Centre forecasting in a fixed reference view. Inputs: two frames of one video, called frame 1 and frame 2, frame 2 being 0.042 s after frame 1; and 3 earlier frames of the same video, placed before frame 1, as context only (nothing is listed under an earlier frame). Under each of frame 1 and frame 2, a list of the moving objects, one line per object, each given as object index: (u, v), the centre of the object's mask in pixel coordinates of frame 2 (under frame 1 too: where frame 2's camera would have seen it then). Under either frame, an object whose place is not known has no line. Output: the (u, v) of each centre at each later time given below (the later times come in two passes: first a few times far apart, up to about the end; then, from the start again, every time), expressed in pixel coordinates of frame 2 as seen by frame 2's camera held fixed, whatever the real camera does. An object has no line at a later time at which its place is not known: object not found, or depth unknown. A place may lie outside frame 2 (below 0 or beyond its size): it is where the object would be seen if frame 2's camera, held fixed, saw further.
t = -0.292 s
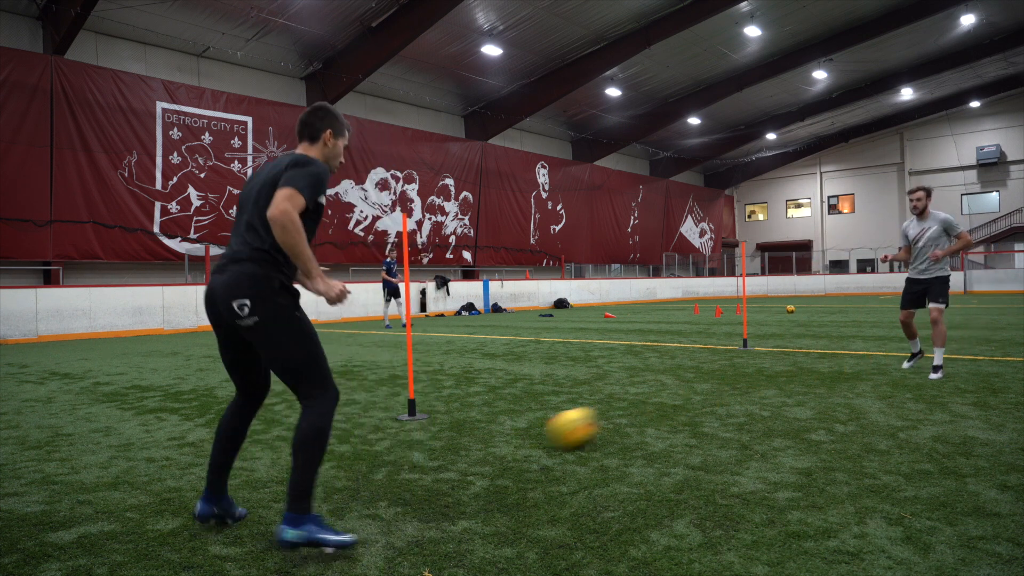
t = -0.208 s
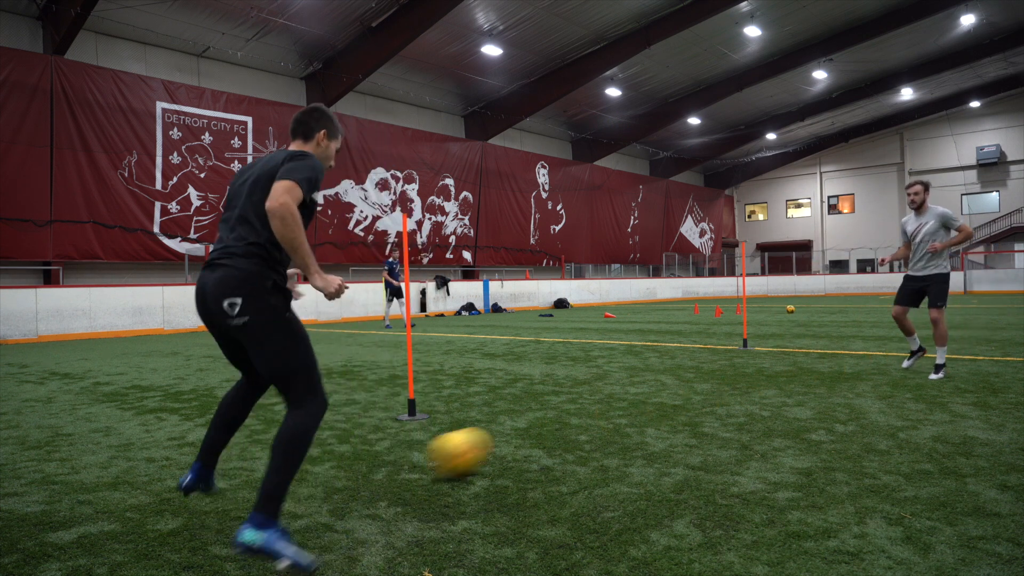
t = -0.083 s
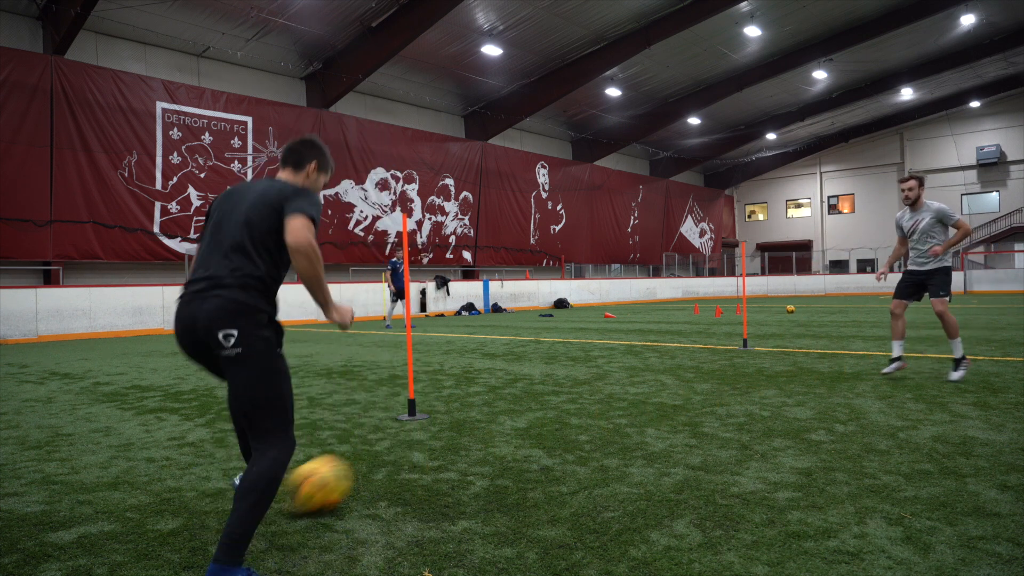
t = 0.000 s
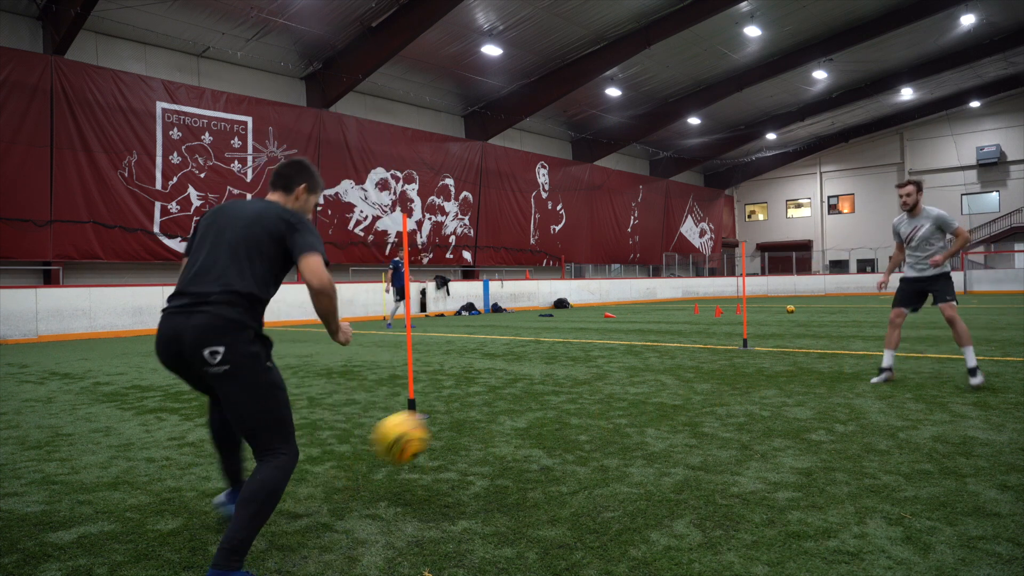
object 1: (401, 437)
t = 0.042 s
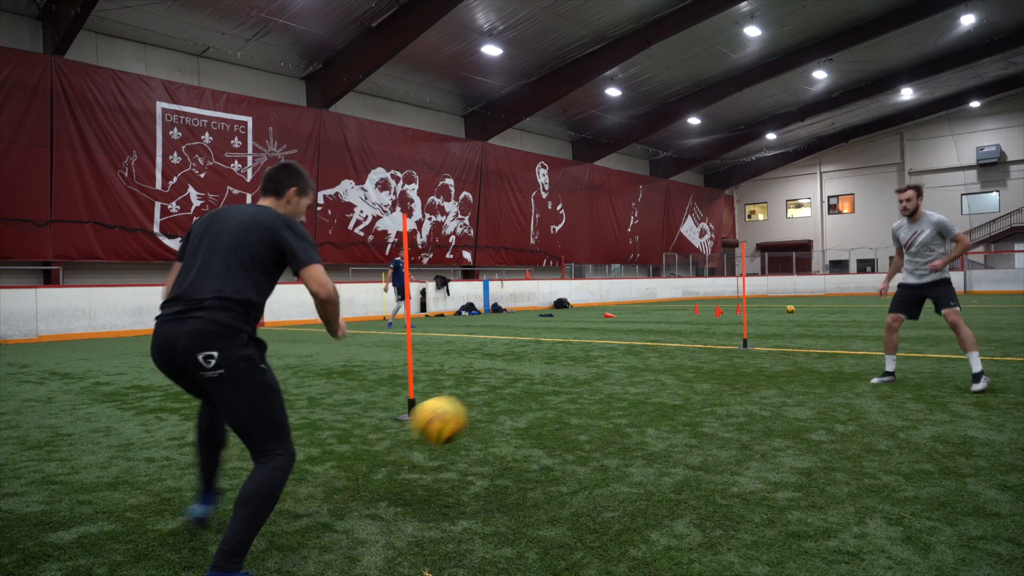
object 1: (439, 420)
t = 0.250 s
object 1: (598, 401)
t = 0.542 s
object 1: (764, 390)
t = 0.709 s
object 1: (838, 400)
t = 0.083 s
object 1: (474, 409)
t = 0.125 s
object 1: (508, 402)
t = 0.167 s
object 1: (539, 398)
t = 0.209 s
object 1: (570, 397)
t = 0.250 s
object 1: (598, 401)
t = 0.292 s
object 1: (626, 408)
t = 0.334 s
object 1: (651, 417)
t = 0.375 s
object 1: (676, 427)
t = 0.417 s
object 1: (700, 413)
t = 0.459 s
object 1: (722, 402)
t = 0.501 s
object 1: (743, 394)
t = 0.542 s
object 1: (764, 390)
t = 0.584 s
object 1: (784, 389)
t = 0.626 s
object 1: (802, 390)
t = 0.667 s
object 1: (821, 394)
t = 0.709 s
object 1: (838, 400)
